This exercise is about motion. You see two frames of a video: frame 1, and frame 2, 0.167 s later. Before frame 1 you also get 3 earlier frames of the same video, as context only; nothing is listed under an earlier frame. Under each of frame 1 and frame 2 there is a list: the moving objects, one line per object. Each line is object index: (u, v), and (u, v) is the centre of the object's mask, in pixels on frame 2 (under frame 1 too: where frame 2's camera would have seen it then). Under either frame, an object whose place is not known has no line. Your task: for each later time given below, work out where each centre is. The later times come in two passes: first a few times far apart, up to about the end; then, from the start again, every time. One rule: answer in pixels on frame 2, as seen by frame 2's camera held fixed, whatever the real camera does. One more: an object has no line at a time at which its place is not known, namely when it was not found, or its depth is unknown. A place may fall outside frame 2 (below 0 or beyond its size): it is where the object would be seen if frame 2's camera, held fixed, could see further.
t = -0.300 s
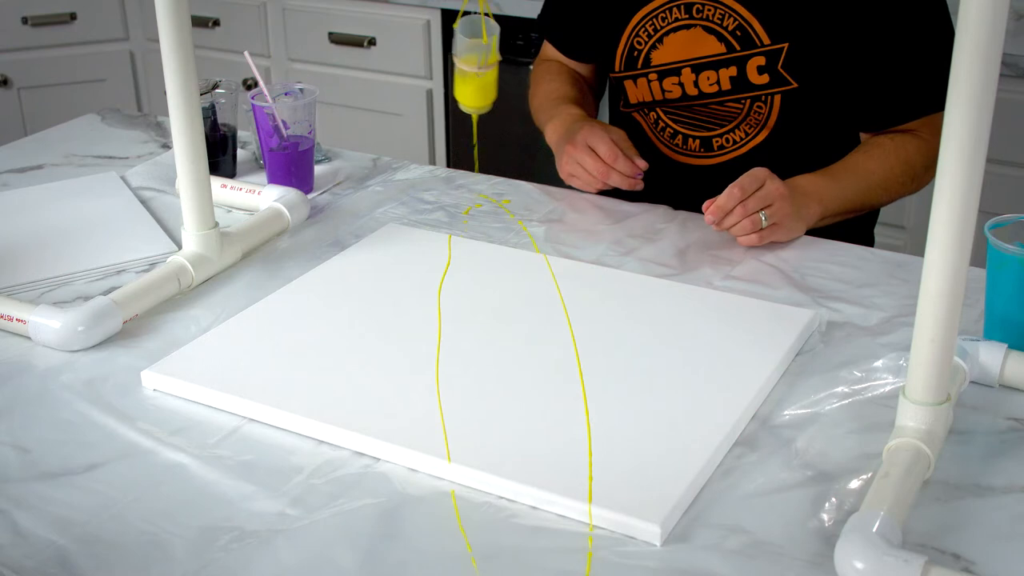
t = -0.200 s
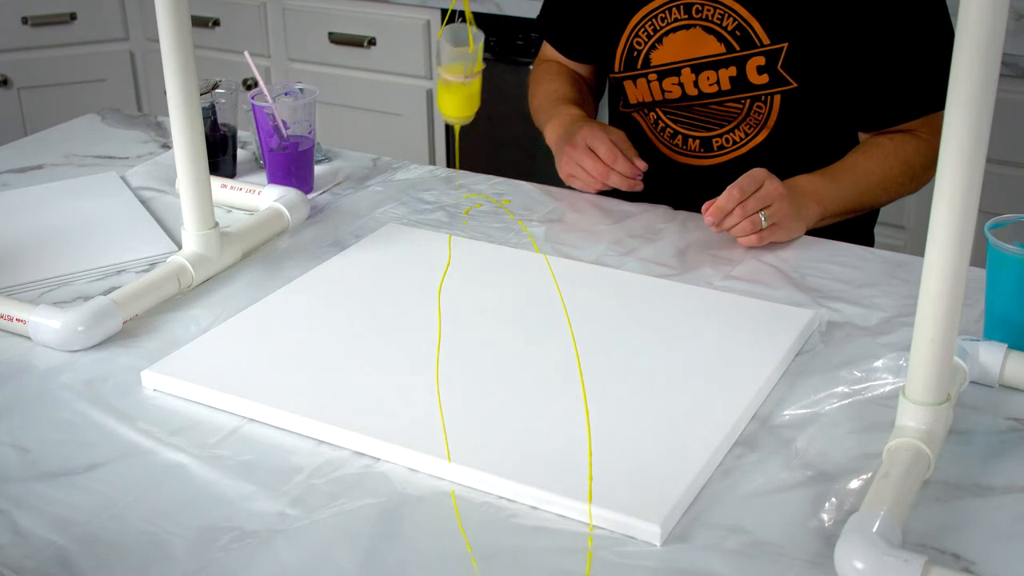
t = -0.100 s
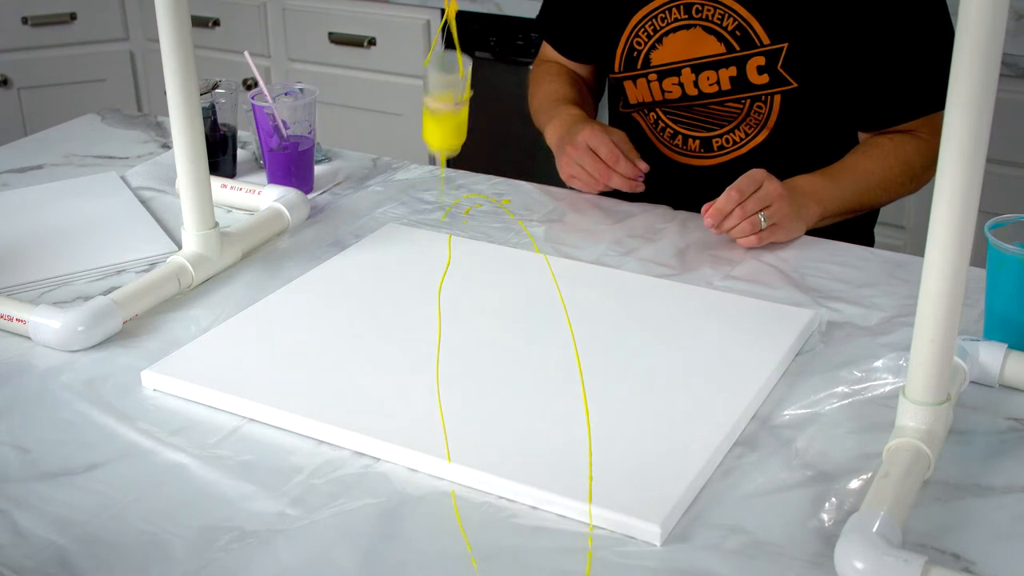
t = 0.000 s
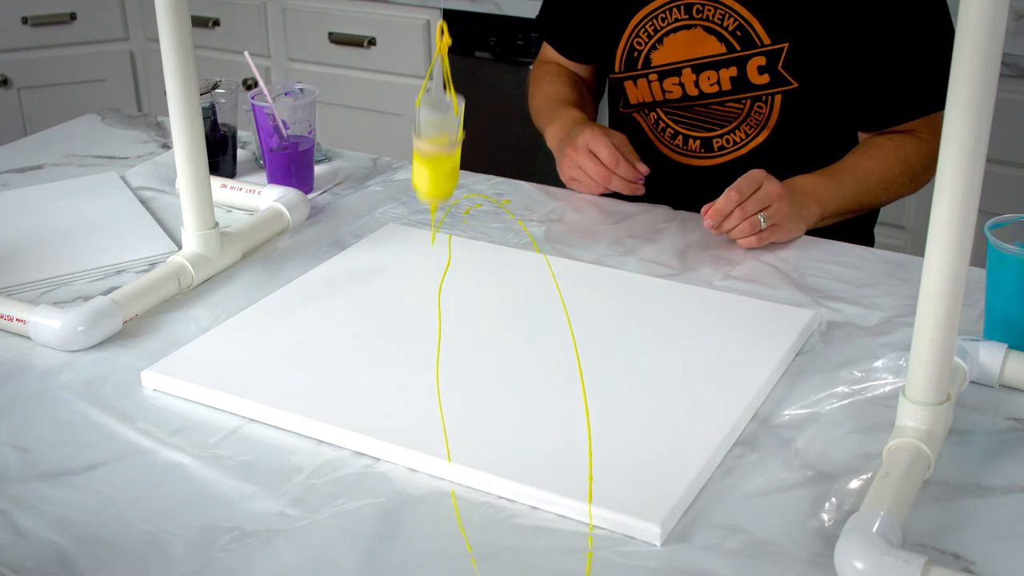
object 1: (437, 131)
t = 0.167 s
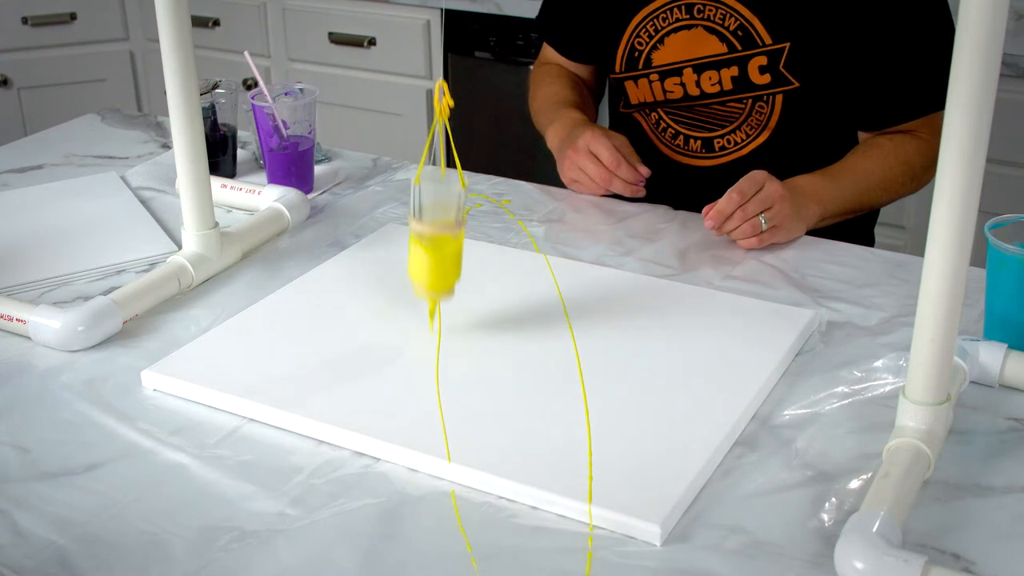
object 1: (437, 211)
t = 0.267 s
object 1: (449, 253)
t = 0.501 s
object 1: (513, 300)
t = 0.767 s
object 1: (590, 297)
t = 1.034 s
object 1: (582, 241)
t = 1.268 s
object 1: (529, 141)
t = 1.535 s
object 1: (466, 70)
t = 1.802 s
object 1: (426, 101)
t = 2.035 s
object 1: (429, 204)
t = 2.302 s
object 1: (501, 289)
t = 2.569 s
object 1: (602, 300)
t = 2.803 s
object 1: (613, 269)
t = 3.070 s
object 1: (546, 172)
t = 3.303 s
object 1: (477, 91)
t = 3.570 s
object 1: (422, 81)
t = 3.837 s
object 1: (414, 174)
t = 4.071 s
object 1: (472, 266)
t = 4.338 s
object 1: (593, 294)
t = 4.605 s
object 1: (638, 274)
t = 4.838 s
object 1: (583, 214)
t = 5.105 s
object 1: (487, 117)
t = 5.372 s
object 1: (414, 79)
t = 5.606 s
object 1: (394, 132)
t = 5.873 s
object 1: (449, 237)
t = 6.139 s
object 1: (578, 289)
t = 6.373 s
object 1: (660, 282)
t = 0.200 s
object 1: (440, 227)
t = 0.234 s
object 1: (444, 240)
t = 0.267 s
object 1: (449, 253)
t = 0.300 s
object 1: (455, 264)
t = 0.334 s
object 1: (463, 274)
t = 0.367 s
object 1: (471, 281)
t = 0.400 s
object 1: (481, 288)
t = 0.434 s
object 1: (491, 293)
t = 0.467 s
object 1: (502, 296)
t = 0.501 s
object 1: (513, 300)
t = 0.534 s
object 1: (525, 301)
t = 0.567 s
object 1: (537, 302)
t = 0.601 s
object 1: (548, 302)
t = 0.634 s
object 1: (559, 302)
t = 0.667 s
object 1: (569, 301)
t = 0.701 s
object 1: (578, 300)
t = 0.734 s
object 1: (585, 299)
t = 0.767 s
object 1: (590, 297)
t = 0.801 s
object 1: (595, 294)
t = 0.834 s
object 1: (597, 290)
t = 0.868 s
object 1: (598, 285)
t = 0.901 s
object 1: (597, 279)
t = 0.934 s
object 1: (595, 272)
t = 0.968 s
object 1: (592, 263)
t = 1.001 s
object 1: (587, 252)
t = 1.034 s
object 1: (582, 241)
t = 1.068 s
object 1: (576, 229)
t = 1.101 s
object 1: (569, 215)
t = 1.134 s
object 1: (561, 200)
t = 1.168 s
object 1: (553, 185)
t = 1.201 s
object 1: (545, 169)
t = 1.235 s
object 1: (537, 155)
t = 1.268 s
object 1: (529, 141)
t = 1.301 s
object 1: (521, 127)
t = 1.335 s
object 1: (512, 114)
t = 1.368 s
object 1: (504, 102)
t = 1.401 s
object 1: (496, 92)
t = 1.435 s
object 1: (488, 84)
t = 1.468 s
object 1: (481, 78)
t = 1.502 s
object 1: (473, 73)
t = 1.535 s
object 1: (466, 70)
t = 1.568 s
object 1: (460, 70)
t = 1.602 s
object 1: (454, 71)
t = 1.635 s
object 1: (448, 70)
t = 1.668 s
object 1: (443, 70)
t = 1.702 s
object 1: (437, 77)
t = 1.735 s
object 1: (433, 83)
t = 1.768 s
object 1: (429, 90)
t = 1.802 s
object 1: (426, 101)
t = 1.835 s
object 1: (424, 114)
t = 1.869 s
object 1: (422, 128)
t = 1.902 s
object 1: (422, 142)
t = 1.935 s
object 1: (422, 158)
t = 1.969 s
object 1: (423, 173)
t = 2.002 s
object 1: (426, 189)
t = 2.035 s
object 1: (429, 204)
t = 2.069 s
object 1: (434, 219)
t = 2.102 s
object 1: (440, 234)
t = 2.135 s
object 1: (447, 247)
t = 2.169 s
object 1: (455, 258)
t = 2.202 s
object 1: (465, 268)
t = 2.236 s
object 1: (476, 277)
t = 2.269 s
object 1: (489, 283)
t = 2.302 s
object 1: (501, 289)
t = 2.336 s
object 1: (515, 292)
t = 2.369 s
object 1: (529, 295)
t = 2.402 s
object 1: (543, 297)
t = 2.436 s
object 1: (557, 300)
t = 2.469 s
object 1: (570, 299)
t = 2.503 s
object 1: (583, 299)
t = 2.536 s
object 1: (593, 299)
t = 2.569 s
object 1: (602, 300)
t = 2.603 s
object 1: (610, 298)
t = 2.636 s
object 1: (616, 295)
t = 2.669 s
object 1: (619, 293)
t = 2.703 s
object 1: (620, 289)
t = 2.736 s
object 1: (620, 283)
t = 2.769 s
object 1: (617, 277)
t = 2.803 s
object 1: (613, 269)
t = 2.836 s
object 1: (608, 260)
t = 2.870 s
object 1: (601, 250)
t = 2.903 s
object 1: (593, 239)
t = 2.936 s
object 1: (585, 227)
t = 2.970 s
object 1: (576, 215)
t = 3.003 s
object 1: (566, 201)
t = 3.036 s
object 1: (556, 187)
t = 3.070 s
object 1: (546, 172)
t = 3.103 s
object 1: (535, 159)
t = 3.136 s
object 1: (525, 145)
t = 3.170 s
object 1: (515, 131)
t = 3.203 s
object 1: (505, 119)
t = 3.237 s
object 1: (496, 108)
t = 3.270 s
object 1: (486, 98)
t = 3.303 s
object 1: (477, 91)
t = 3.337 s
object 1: (468, 84)
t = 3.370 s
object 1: (461, 81)
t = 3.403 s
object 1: (453, 78)
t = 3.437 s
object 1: (445, 75)
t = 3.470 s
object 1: (439, 77)
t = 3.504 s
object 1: (433, 79)
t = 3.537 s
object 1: (427, 77)
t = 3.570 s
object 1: (422, 81)
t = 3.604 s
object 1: (417, 87)
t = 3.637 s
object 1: (414, 95)
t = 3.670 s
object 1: (412, 104)
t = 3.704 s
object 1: (410, 116)
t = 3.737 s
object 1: (410, 129)
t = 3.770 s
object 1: (410, 144)
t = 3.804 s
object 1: (411, 158)
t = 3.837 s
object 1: (414, 174)
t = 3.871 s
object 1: (418, 189)
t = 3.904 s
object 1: (424, 205)
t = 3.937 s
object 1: (430, 220)
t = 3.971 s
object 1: (438, 234)
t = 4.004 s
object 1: (448, 247)
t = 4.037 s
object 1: (459, 257)
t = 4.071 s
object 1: (472, 266)
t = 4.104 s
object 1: (486, 274)
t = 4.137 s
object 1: (501, 283)
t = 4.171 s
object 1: (516, 286)
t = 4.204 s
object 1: (532, 289)
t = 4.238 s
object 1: (548, 292)
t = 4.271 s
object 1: (563, 293)
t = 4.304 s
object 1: (578, 293)
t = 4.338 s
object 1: (593, 294)
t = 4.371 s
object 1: (605, 293)
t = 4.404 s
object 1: (616, 292)
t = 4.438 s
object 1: (625, 290)
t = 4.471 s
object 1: (632, 287)
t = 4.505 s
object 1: (637, 285)
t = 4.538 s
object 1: (639, 282)
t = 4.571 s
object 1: (640, 279)
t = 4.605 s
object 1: (638, 274)
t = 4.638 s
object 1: (634, 269)
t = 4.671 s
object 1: (629, 262)
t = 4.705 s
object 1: (622, 255)
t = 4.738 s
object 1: (613, 246)
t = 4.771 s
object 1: (604, 237)
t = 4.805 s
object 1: (594, 227)
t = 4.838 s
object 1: (583, 214)
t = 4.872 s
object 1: (571, 202)
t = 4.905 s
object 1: (559, 190)
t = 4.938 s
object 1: (546, 176)
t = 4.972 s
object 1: (534, 164)
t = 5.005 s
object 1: (522, 151)
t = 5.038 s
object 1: (510, 139)
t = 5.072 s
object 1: (499, 128)
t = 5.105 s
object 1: (487, 117)
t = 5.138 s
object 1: (476, 107)
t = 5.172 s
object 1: (466, 99)
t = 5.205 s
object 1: (456, 92)
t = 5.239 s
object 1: (447, 89)
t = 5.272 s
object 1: (438, 82)
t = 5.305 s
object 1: (430, 78)
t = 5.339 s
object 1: (422, 77)
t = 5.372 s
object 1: (414, 79)
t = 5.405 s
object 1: (409, 81)
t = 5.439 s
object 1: (404, 85)
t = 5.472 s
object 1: (400, 91)
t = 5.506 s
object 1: (397, 99)
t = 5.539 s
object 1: (395, 110)
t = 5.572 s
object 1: (394, 120)
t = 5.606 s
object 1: (394, 132)
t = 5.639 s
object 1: (396, 145)
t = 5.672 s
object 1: (399, 159)
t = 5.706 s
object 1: (404, 172)
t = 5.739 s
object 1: (410, 187)
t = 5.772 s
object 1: (417, 200)
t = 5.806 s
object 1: (426, 213)
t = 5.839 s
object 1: (437, 223)
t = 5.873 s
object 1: (449, 237)
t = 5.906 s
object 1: (462, 248)
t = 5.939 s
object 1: (477, 261)
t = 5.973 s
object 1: (492, 266)
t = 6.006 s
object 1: (509, 273)
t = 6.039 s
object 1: (526, 280)
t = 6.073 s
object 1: (544, 283)
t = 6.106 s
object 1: (561, 287)
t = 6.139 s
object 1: (578, 289)
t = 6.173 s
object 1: (594, 291)
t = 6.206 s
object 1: (610, 291)
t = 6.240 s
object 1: (624, 290)
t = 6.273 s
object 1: (636, 289)
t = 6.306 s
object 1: (646, 287)
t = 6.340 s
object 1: (654, 285)
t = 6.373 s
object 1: (660, 282)
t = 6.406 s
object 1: (663, 280)
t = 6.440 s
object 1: (663, 276)
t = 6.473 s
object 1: (660, 271)
